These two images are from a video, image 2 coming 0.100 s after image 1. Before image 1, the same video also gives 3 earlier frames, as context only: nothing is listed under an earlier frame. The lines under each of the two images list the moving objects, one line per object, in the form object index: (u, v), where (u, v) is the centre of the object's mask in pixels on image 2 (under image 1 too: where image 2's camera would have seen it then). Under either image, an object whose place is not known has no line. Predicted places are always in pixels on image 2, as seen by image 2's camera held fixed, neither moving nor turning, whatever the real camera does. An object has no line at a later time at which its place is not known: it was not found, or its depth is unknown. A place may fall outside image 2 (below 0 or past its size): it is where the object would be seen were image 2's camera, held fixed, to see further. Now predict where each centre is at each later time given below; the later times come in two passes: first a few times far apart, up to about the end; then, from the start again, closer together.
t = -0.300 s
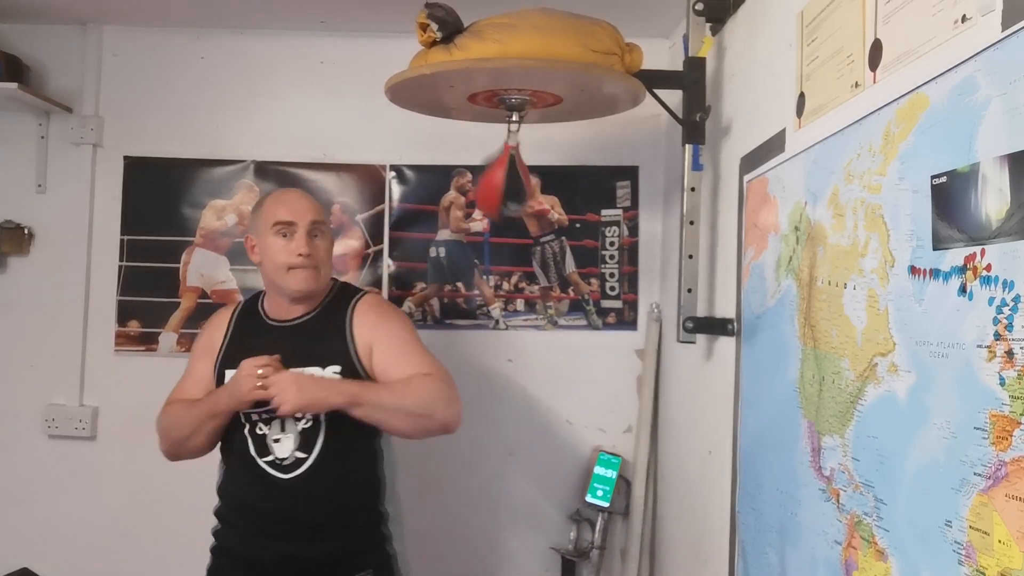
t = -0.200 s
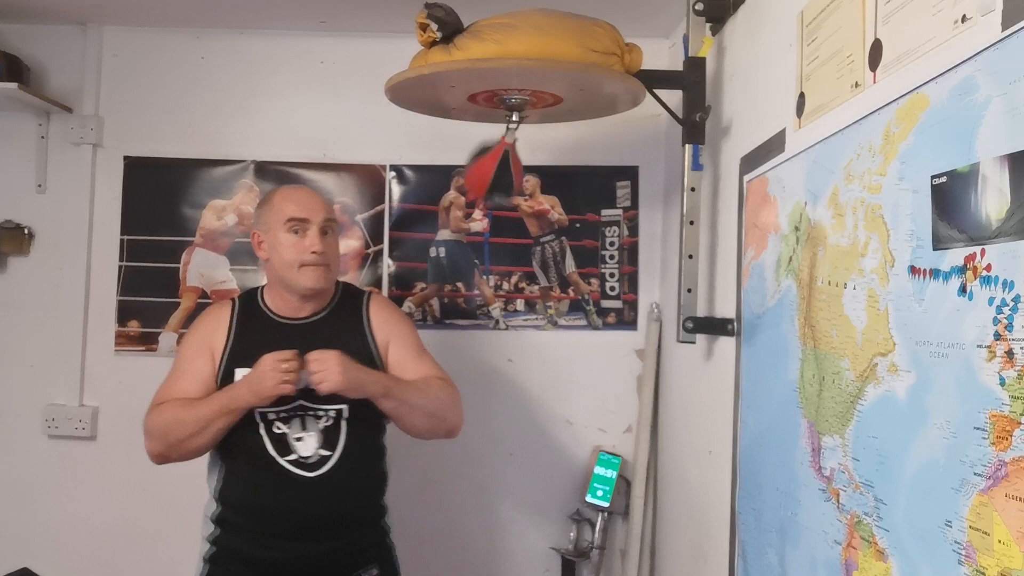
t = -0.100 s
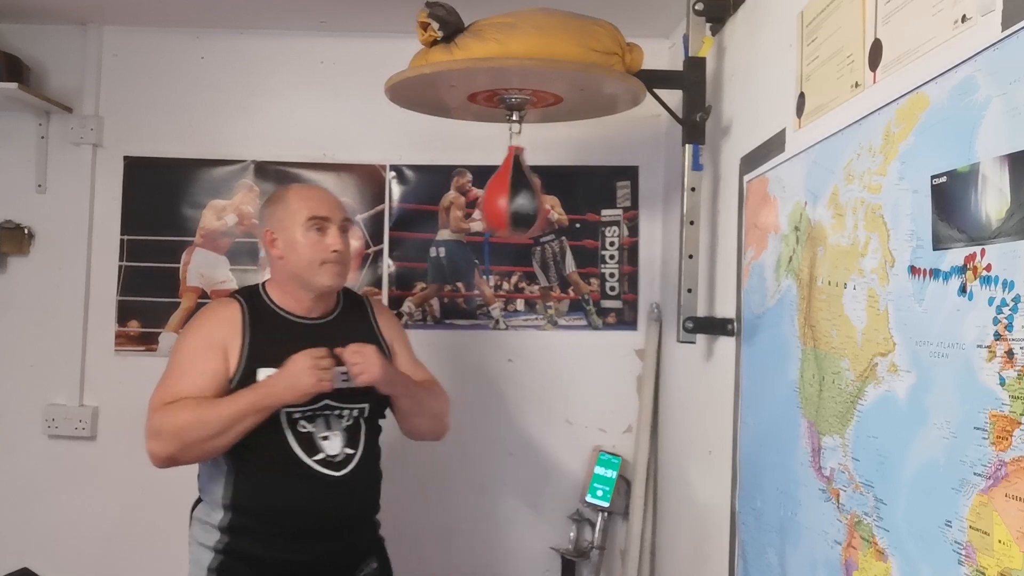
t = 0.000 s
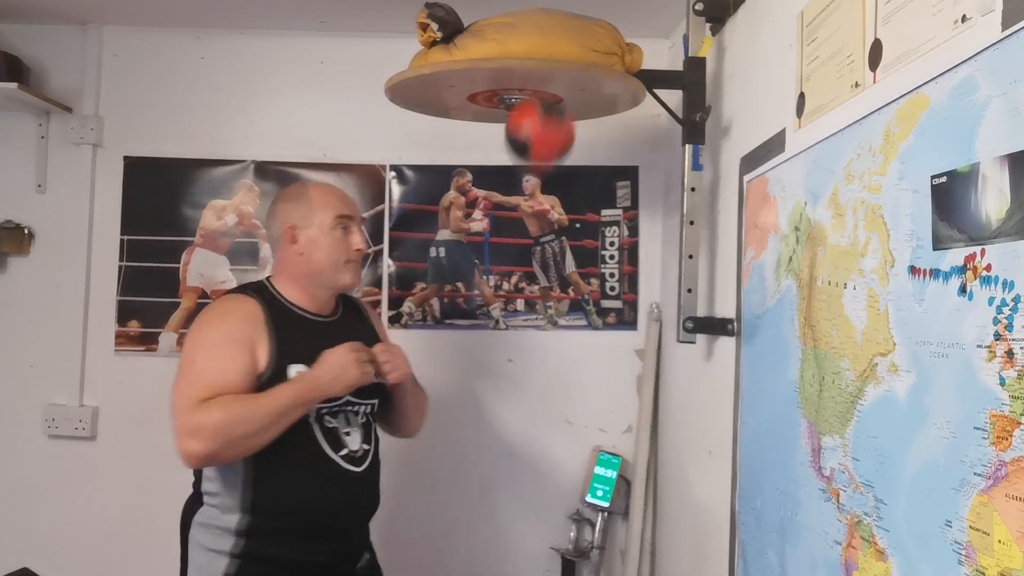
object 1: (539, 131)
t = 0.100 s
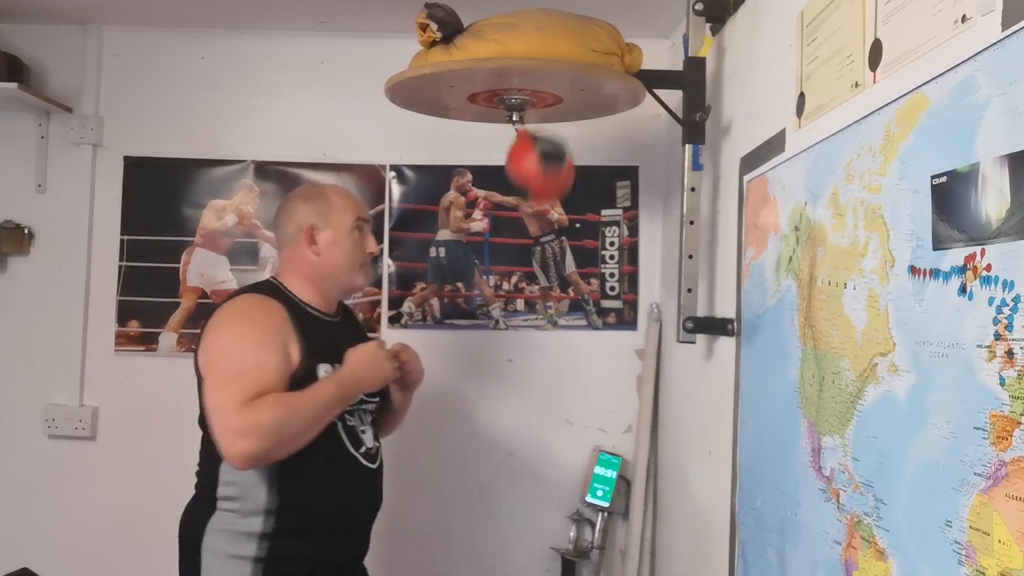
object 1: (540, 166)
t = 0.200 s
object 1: (513, 201)
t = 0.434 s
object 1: (488, 174)
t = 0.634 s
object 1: (541, 169)
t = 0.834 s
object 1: (552, 149)
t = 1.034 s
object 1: (496, 193)
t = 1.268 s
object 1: (476, 147)
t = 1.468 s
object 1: (504, 201)
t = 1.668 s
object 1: (561, 143)
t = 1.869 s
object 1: (560, 154)
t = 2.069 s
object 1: (497, 197)
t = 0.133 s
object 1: (532, 189)
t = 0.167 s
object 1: (522, 198)
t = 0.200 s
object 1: (513, 201)
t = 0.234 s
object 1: (503, 192)
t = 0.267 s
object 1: (497, 180)
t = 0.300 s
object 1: (490, 167)
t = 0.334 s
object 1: (486, 153)
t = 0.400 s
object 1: (485, 160)
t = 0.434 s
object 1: (488, 174)
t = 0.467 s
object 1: (494, 185)
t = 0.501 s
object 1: (498, 198)
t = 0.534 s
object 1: (507, 200)
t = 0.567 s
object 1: (517, 197)
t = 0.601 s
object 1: (529, 188)
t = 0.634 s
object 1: (541, 169)
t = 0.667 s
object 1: (547, 154)
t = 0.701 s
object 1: (551, 135)
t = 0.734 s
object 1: (554, 118)
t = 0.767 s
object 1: (556, 115)
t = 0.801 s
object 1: (555, 129)
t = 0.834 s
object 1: (552, 149)
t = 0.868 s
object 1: (548, 165)
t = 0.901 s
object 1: (539, 182)
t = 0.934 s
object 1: (527, 196)
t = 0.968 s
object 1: (516, 199)
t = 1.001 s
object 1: (504, 200)
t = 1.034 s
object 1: (496, 193)
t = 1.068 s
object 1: (491, 182)
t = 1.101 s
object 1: (485, 172)
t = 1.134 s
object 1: (481, 161)
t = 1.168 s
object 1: (479, 151)
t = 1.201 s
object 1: (477, 146)
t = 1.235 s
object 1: (476, 143)
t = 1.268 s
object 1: (476, 147)
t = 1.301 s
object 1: (477, 154)
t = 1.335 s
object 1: (477, 165)
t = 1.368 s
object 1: (482, 177)
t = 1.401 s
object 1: (487, 185)
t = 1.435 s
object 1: (496, 197)
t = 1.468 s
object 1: (504, 201)
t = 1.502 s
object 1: (515, 198)
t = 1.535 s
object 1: (529, 188)
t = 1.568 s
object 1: (539, 182)
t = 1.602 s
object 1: (549, 169)
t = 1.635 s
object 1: (557, 156)
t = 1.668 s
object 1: (561, 143)
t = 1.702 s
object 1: (564, 133)
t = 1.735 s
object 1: (565, 128)
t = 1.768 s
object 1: (566, 128)
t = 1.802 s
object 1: (565, 132)
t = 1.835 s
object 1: (563, 141)
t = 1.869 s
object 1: (560, 154)
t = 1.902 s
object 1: (554, 168)
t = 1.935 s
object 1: (544, 182)
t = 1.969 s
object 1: (534, 193)
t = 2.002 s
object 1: (521, 199)
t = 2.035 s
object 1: (507, 201)
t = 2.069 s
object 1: (497, 197)
